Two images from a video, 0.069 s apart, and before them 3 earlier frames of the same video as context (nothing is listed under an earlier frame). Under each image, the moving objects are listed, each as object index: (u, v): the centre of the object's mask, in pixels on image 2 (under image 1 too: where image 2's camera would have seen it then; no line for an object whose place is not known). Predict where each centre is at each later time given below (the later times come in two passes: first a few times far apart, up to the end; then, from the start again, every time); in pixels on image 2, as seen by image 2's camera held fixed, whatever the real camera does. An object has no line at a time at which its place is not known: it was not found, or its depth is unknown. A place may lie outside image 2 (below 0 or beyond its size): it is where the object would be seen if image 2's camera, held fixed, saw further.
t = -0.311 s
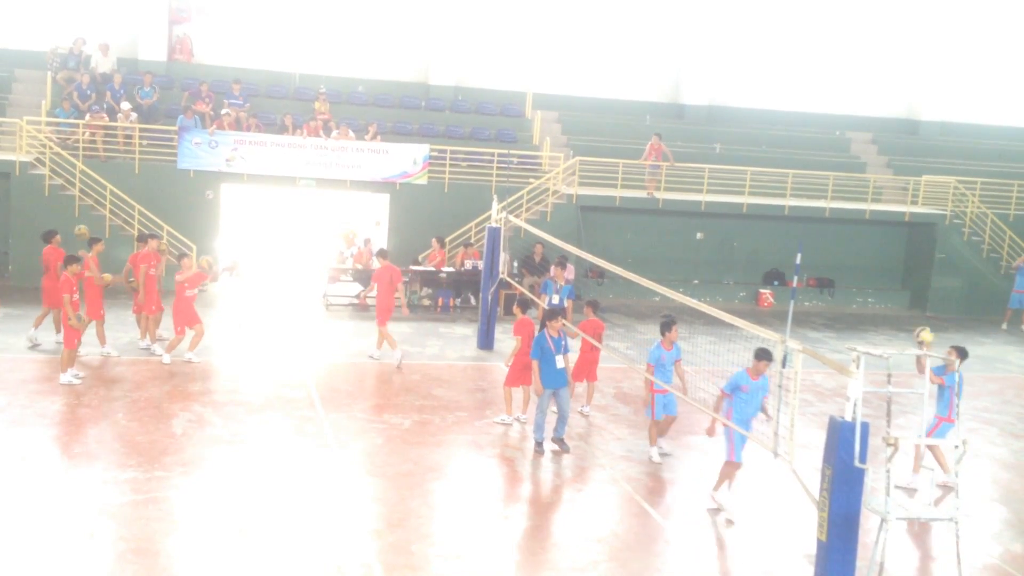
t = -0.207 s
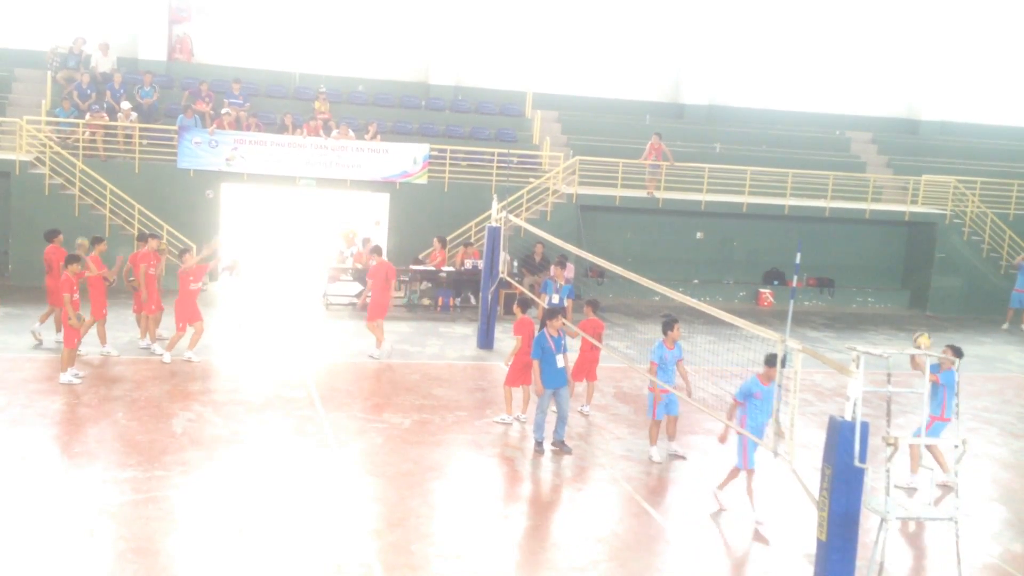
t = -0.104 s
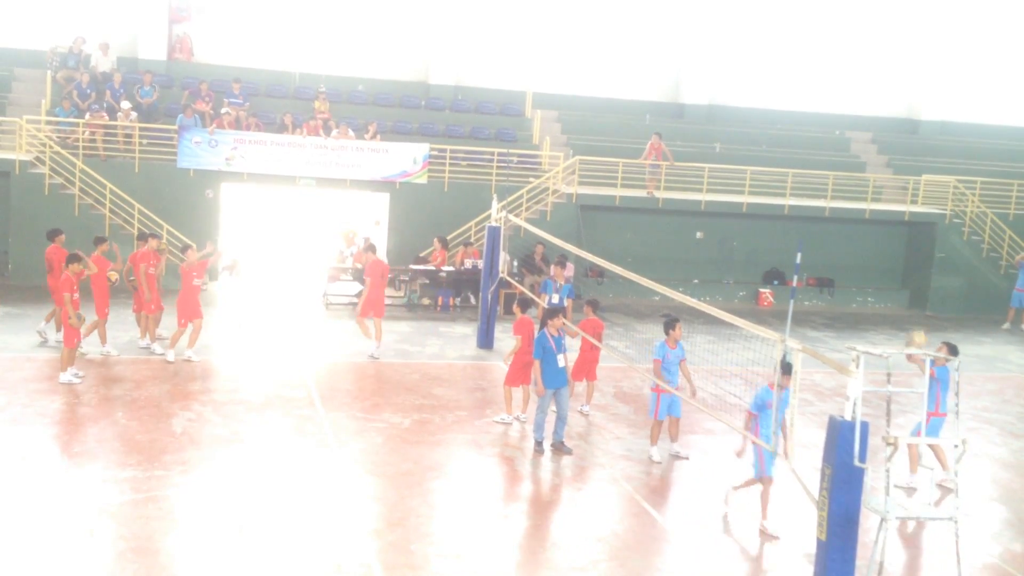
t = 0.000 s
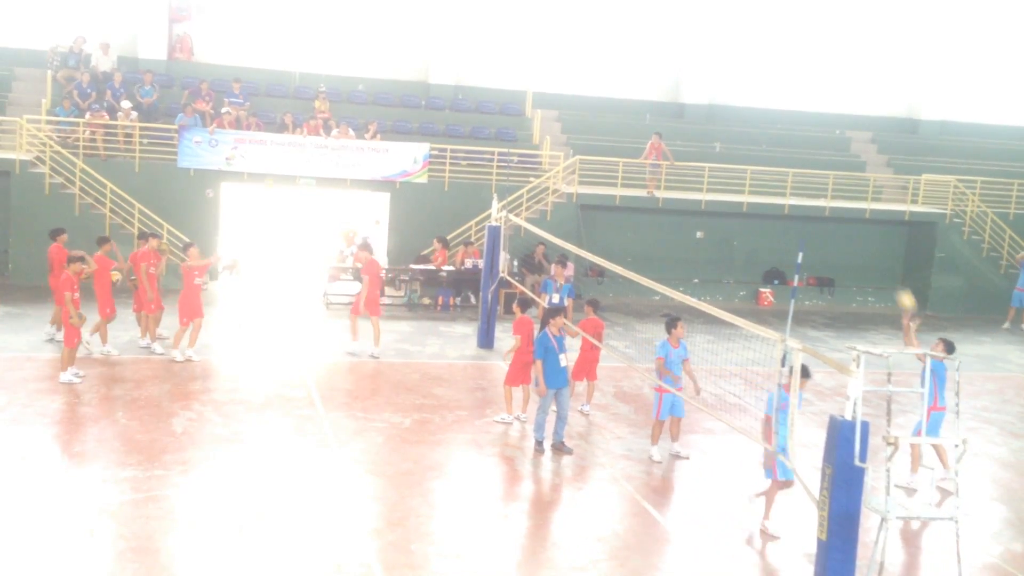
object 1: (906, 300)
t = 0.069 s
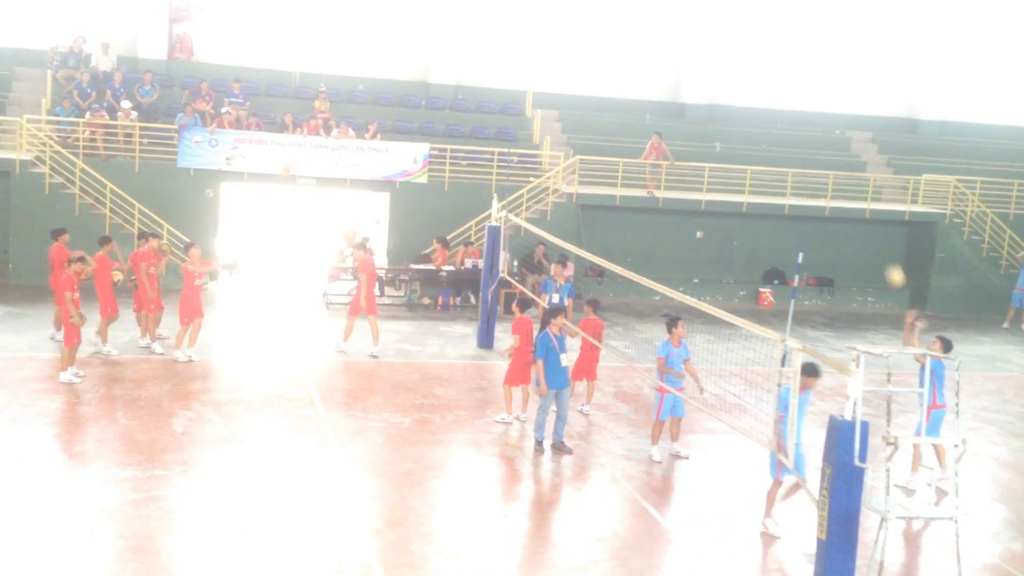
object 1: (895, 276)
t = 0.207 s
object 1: (872, 238)
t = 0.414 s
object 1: (835, 212)
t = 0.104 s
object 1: (890, 265)
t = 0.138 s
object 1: (884, 255)
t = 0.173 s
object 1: (879, 246)
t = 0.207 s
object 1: (872, 238)
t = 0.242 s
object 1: (867, 231)
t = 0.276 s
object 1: (861, 226)
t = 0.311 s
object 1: (855, 221)
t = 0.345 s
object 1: (849, 217)
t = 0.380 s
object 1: (842, 214)
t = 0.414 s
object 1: (835, 212)
